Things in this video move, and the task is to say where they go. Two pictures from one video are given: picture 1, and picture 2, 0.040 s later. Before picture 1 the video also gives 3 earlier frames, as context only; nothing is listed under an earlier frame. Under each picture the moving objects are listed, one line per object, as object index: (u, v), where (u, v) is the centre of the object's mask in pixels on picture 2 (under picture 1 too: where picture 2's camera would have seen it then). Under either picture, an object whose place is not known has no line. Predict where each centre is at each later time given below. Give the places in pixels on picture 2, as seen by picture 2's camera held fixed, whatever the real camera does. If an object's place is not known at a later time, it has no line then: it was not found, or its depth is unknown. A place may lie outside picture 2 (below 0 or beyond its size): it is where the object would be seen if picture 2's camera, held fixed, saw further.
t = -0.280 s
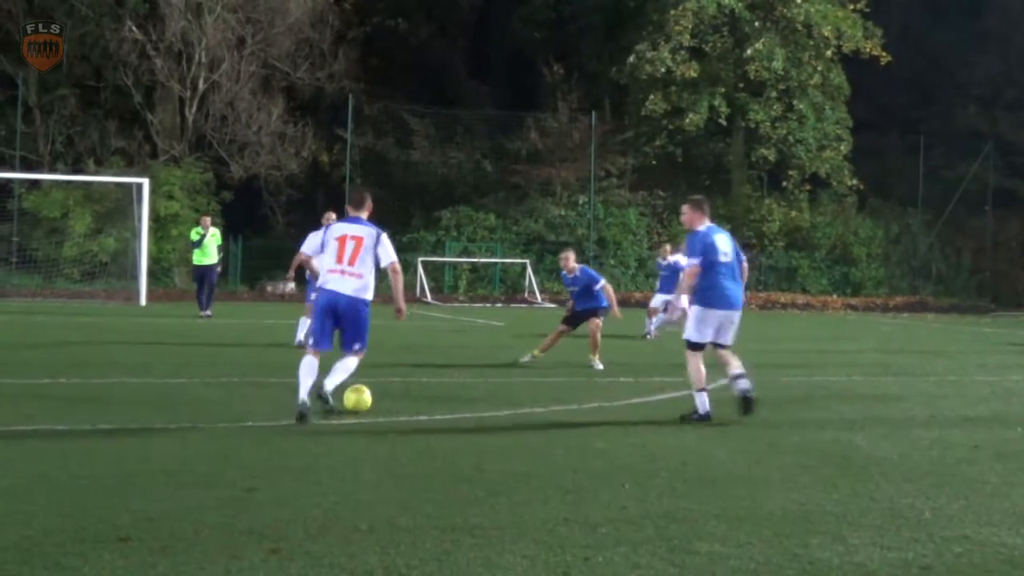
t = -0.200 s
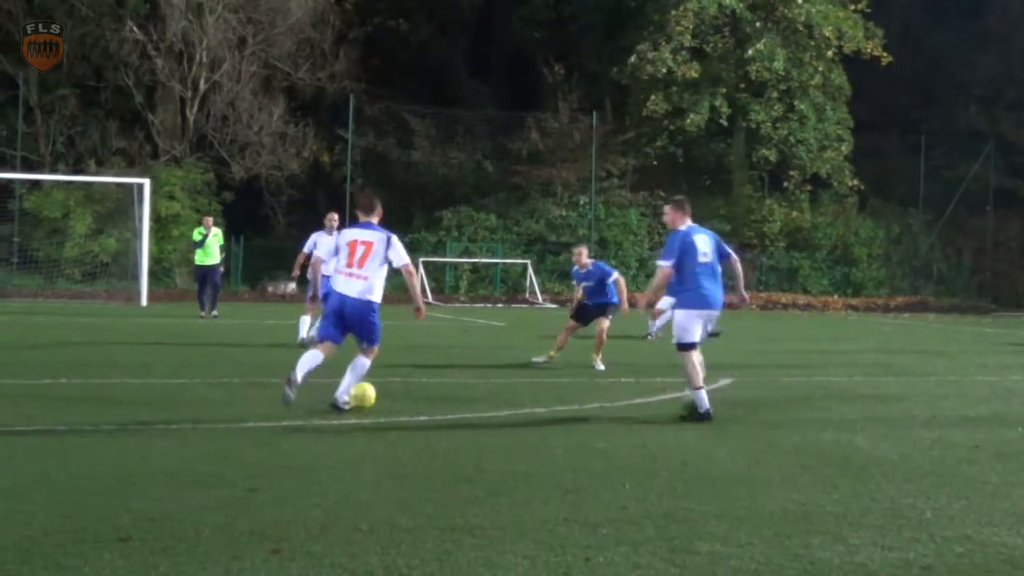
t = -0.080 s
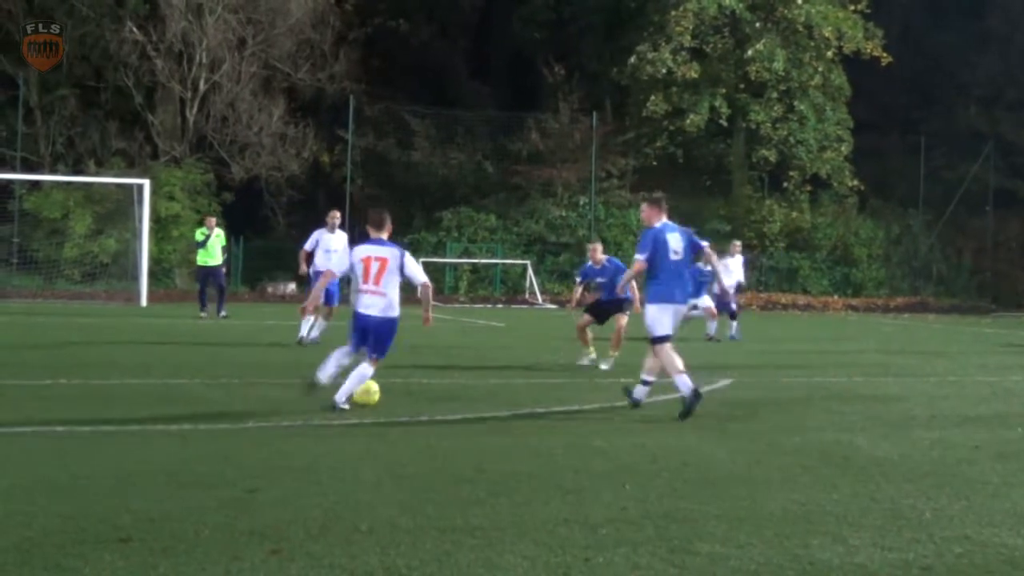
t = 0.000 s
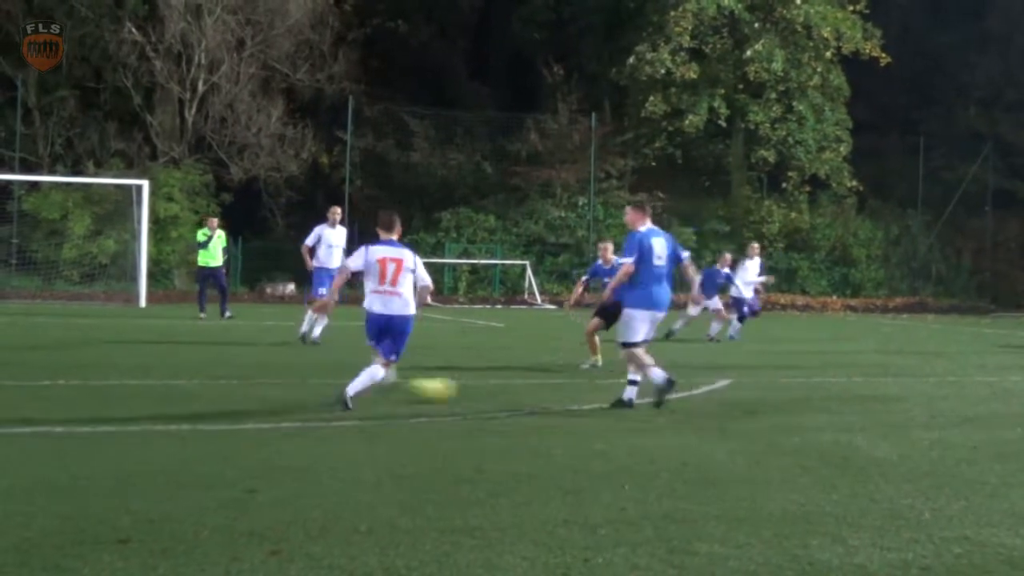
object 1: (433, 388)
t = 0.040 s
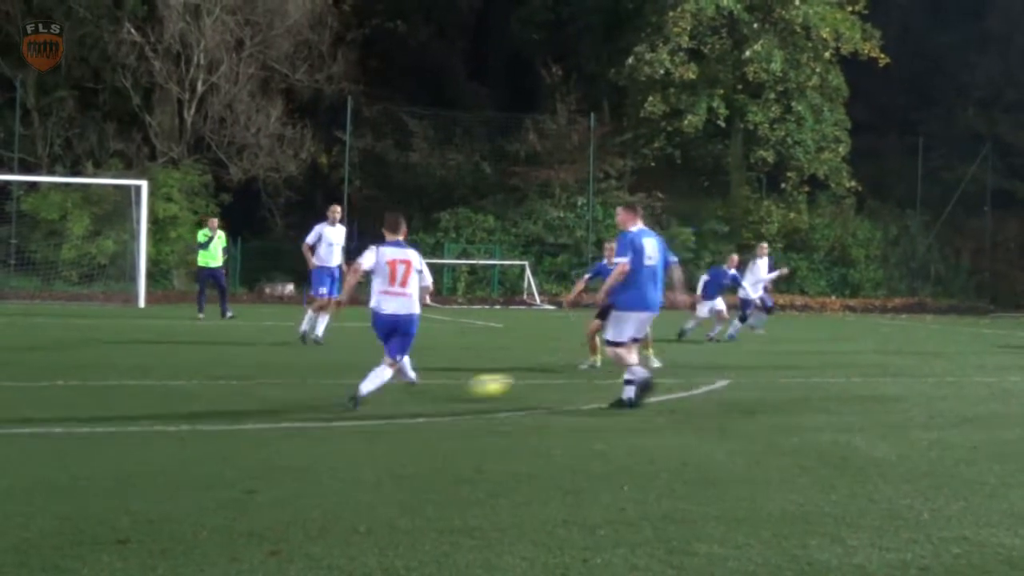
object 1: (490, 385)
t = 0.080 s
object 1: (549, 383)
